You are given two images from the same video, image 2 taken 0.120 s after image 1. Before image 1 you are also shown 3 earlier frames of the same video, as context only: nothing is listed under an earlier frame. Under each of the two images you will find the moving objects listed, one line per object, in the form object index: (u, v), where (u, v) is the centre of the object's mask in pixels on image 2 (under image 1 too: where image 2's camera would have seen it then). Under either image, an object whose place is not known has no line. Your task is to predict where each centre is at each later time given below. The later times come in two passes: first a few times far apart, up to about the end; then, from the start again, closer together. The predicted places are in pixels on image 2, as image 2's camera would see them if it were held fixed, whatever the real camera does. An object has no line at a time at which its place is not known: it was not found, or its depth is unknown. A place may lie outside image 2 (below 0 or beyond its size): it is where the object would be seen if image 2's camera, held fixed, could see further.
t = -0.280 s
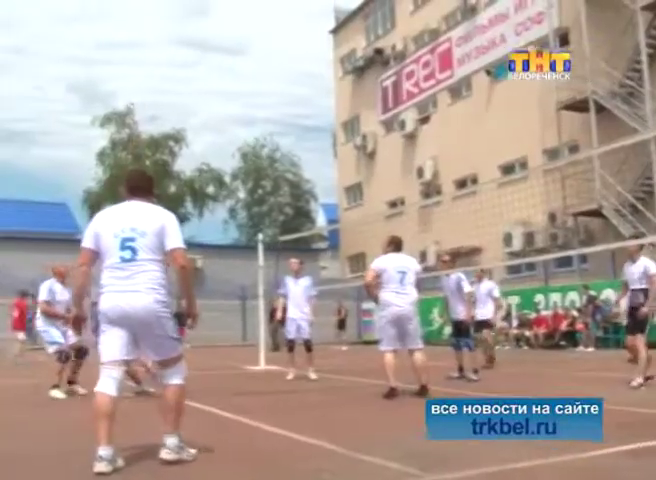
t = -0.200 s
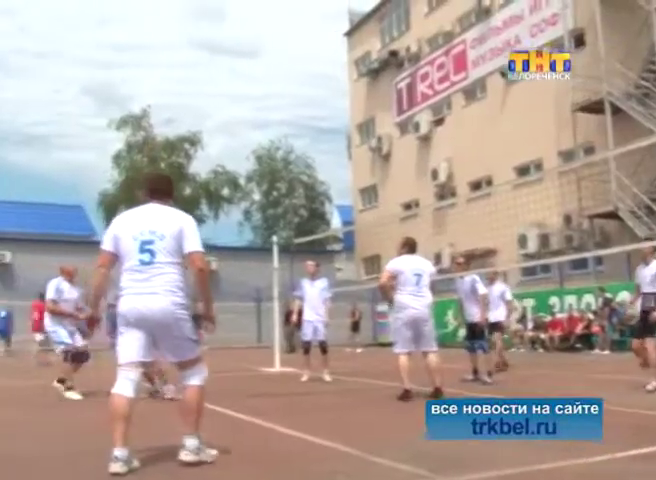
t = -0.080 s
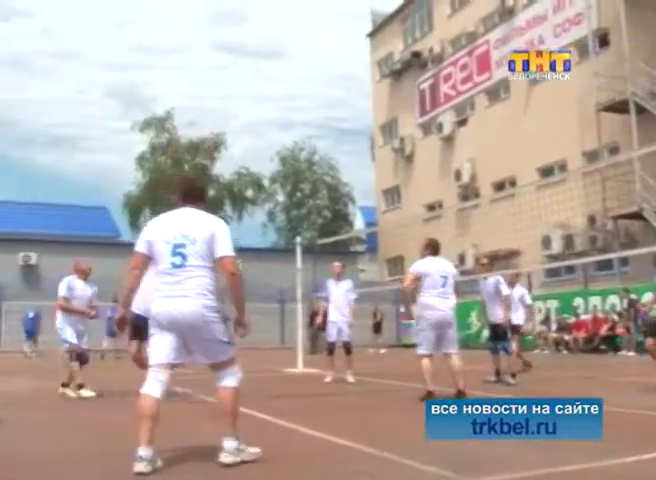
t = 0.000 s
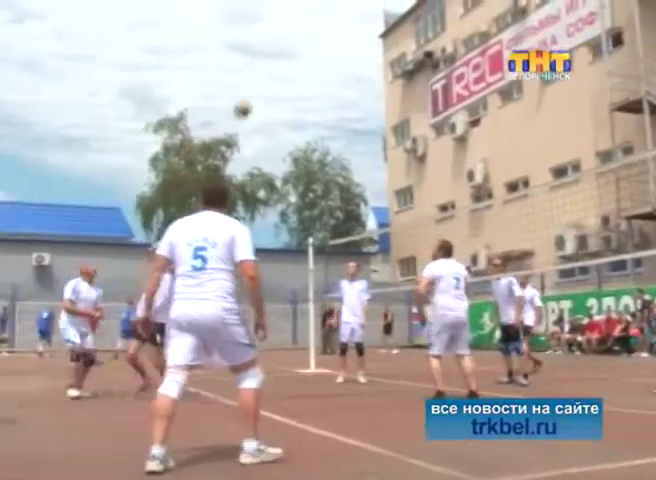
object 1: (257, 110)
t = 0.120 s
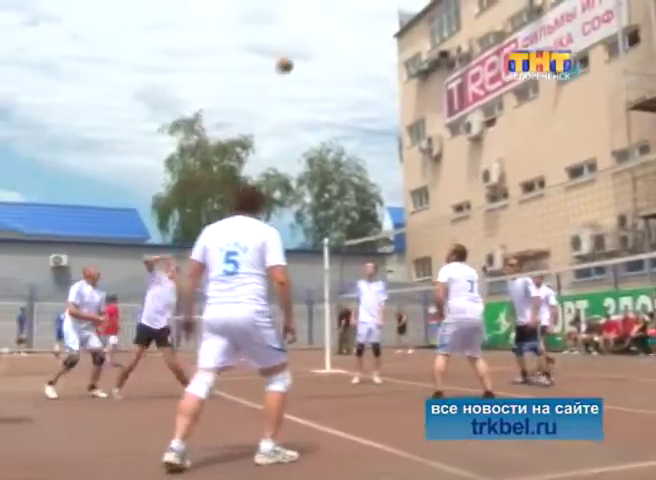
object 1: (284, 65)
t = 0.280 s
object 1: (322, 22)
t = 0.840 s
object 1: (452, 21)
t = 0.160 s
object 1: (295, 52)
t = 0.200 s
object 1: (303, 41)
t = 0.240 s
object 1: (313, 31)
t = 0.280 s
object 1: (322, 22)
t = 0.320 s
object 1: (331, 15)
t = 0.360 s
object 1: (341, 9)
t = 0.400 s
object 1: (350, 3)
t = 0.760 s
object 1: (435, 5)
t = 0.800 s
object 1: (444, 14)
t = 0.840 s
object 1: (452, 21)
